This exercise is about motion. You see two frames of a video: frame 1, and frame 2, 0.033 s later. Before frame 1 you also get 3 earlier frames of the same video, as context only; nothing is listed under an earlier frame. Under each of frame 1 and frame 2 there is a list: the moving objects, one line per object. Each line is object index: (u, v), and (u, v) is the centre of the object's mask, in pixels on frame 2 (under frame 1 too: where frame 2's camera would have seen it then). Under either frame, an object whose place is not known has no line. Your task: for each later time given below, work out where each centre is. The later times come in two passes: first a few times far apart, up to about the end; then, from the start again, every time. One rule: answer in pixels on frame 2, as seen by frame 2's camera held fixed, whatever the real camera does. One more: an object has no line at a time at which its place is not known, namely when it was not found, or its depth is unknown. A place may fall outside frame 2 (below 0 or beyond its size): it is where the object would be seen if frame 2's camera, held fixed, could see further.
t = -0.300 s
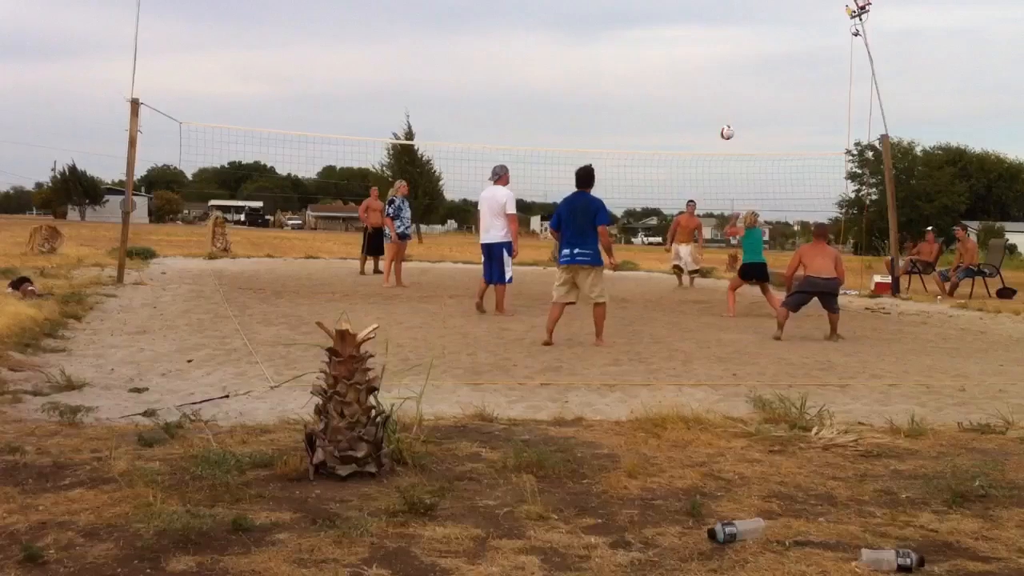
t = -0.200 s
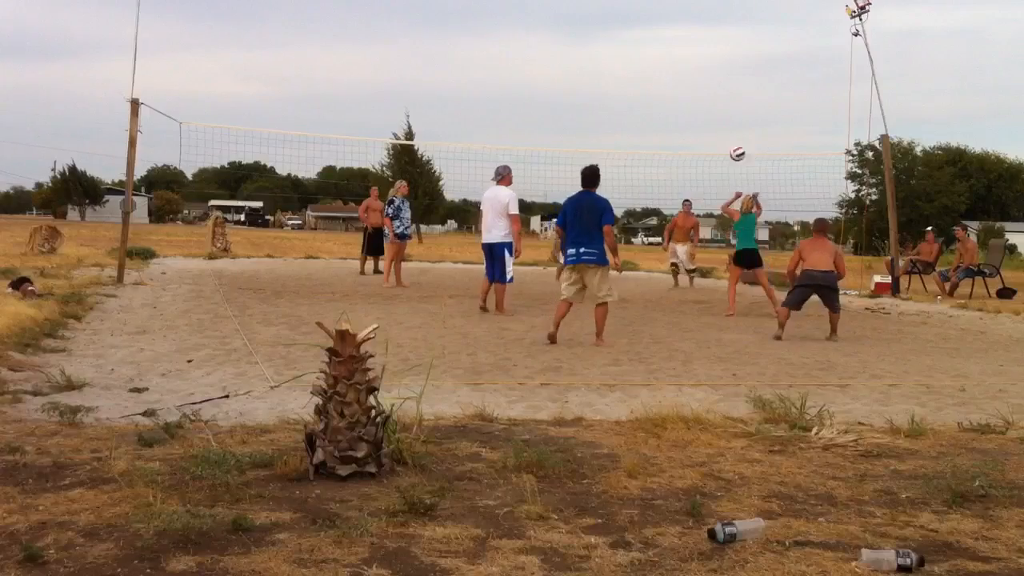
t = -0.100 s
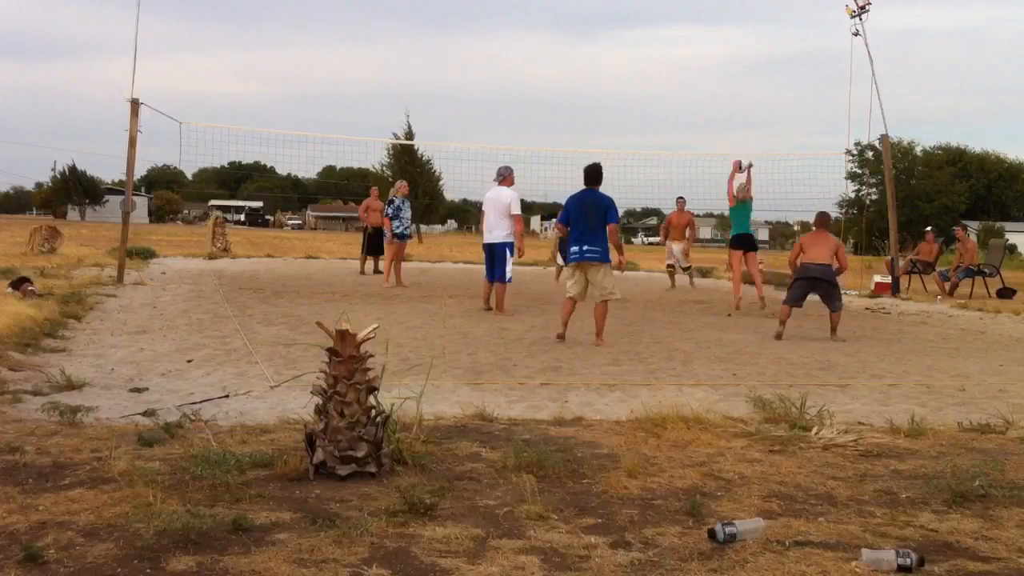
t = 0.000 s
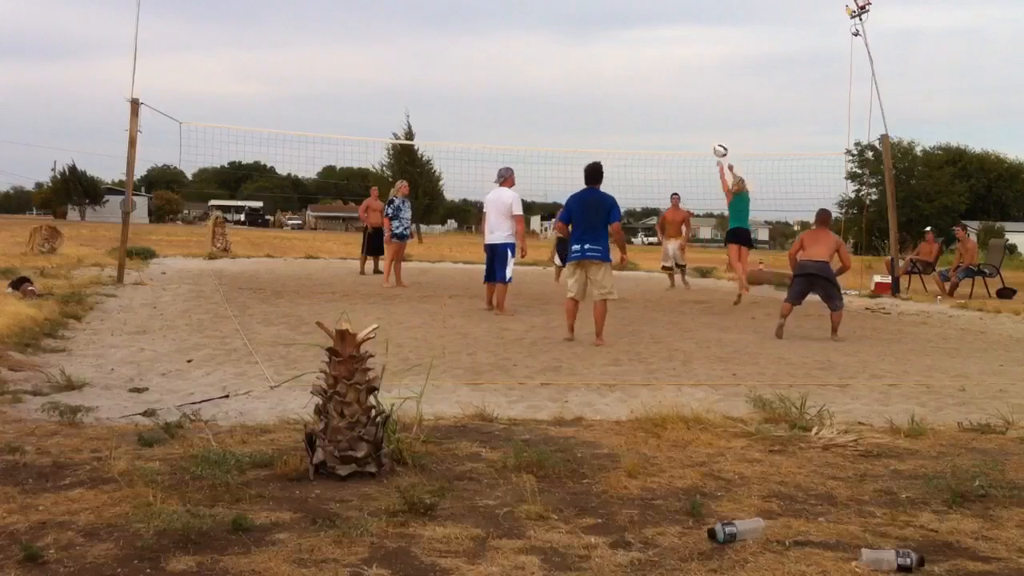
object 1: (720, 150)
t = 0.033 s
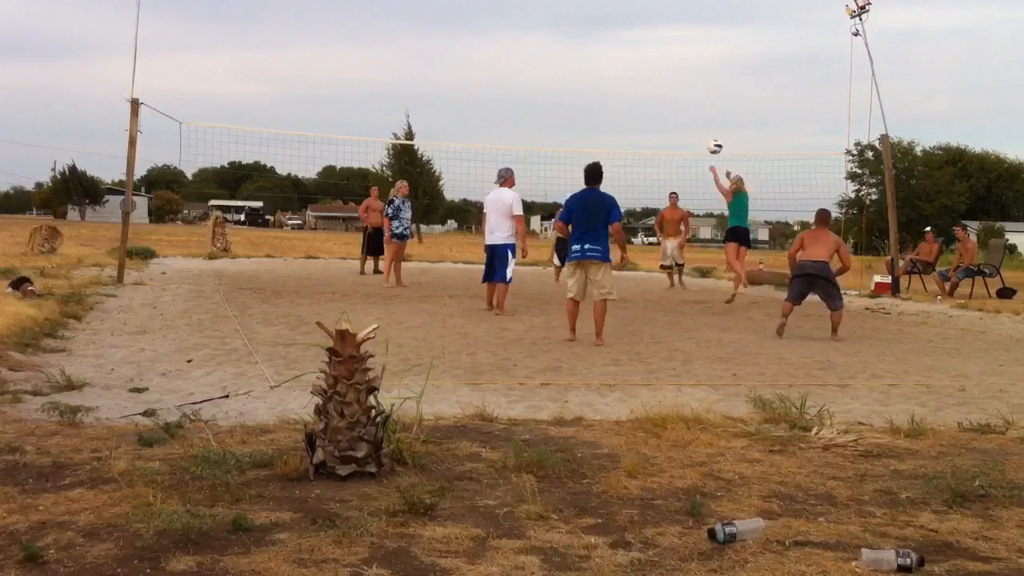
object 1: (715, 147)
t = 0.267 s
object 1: (675, 145)
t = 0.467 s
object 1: (645, 173)
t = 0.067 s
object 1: (709, 144)
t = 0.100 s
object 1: (702, 142)
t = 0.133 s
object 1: (697, 142)
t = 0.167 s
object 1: (692, 141)
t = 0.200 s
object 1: (686, 142)
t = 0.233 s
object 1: (681, 144)
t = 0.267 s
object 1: (675, 145)
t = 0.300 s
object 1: (670, 148)
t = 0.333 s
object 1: (665, 153)
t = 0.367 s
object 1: (660, 157)
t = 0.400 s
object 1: (655, 162)
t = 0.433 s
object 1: (651, 167)
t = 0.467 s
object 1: (645, 173)
